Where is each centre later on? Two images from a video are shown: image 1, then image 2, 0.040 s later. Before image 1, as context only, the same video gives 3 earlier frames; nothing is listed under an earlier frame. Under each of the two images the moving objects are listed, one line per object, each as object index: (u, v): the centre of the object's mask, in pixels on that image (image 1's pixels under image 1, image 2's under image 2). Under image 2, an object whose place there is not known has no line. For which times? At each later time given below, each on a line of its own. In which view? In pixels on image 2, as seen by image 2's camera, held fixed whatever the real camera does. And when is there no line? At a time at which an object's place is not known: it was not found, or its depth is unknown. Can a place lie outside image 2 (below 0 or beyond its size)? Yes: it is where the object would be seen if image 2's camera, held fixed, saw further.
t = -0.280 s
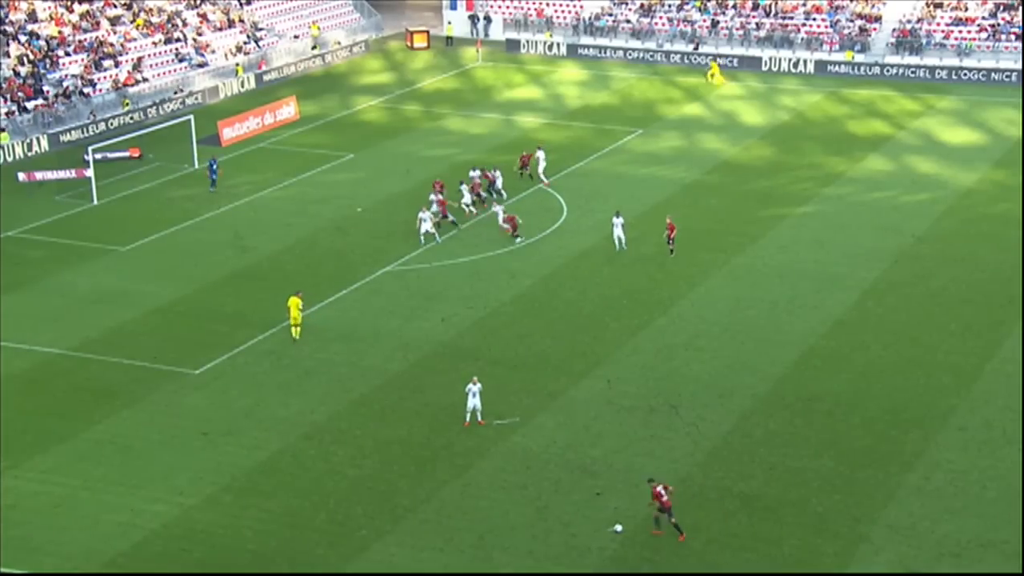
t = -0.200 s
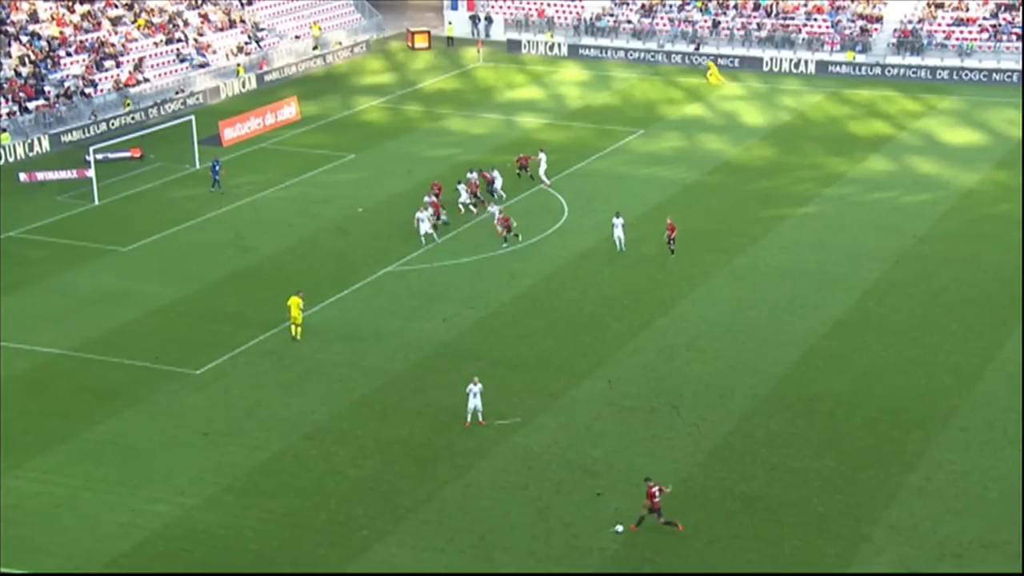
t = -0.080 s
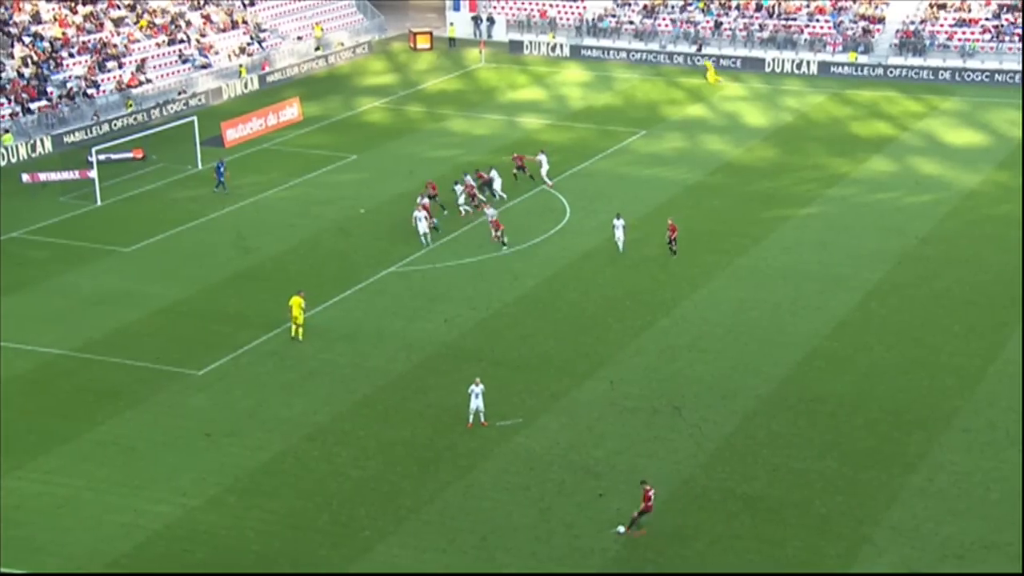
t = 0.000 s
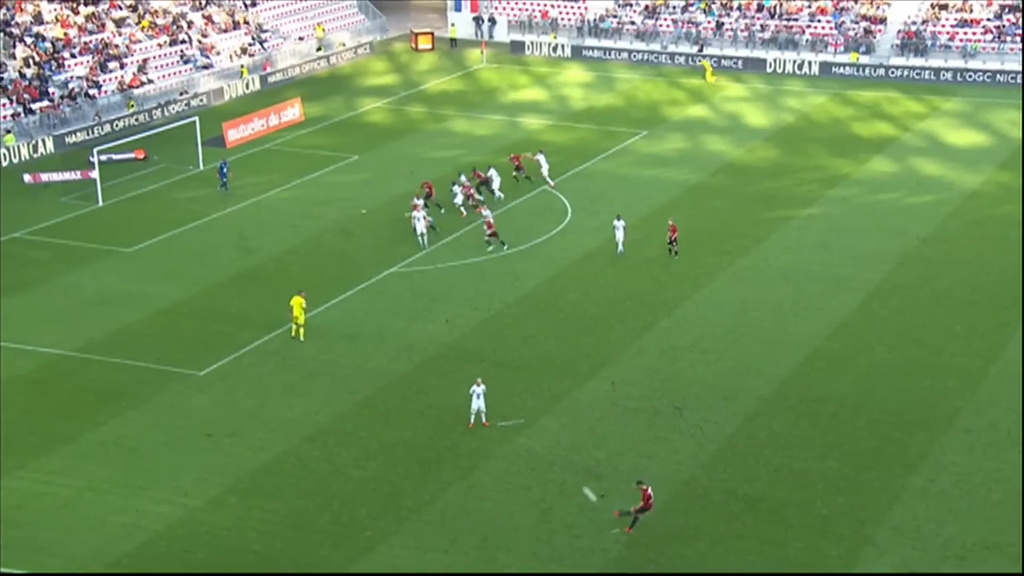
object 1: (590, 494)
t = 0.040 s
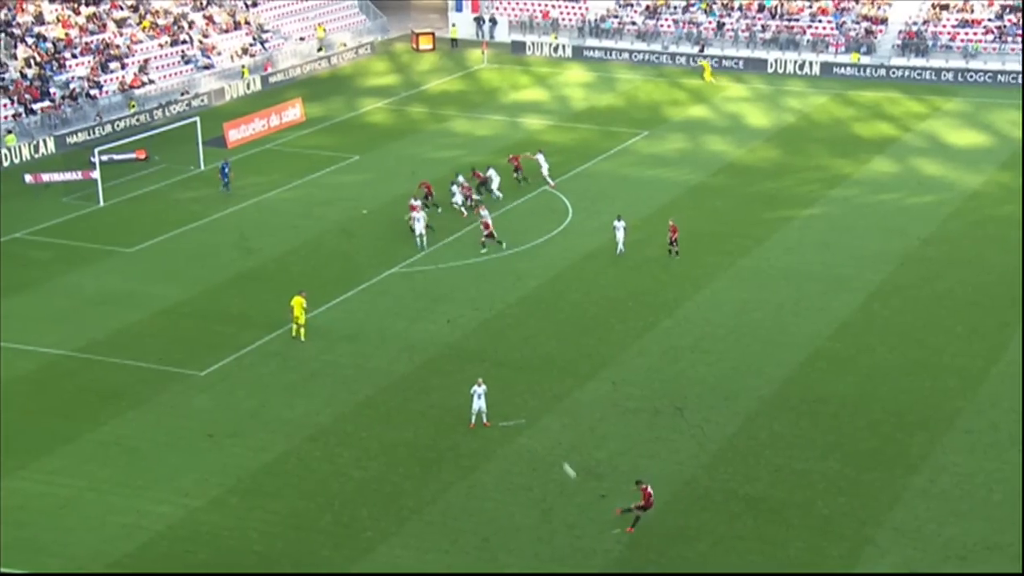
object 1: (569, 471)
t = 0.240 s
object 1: (481, 372)
